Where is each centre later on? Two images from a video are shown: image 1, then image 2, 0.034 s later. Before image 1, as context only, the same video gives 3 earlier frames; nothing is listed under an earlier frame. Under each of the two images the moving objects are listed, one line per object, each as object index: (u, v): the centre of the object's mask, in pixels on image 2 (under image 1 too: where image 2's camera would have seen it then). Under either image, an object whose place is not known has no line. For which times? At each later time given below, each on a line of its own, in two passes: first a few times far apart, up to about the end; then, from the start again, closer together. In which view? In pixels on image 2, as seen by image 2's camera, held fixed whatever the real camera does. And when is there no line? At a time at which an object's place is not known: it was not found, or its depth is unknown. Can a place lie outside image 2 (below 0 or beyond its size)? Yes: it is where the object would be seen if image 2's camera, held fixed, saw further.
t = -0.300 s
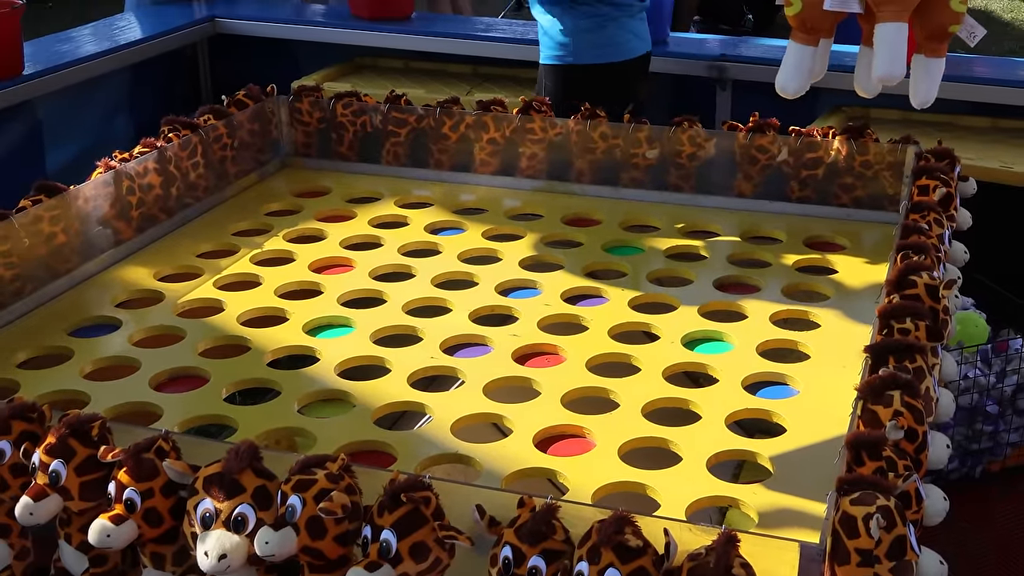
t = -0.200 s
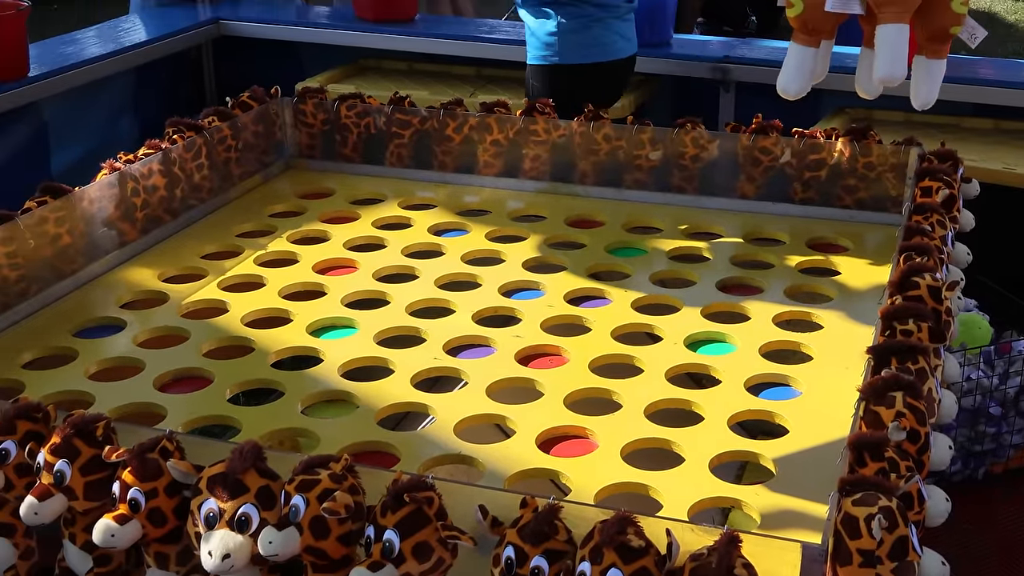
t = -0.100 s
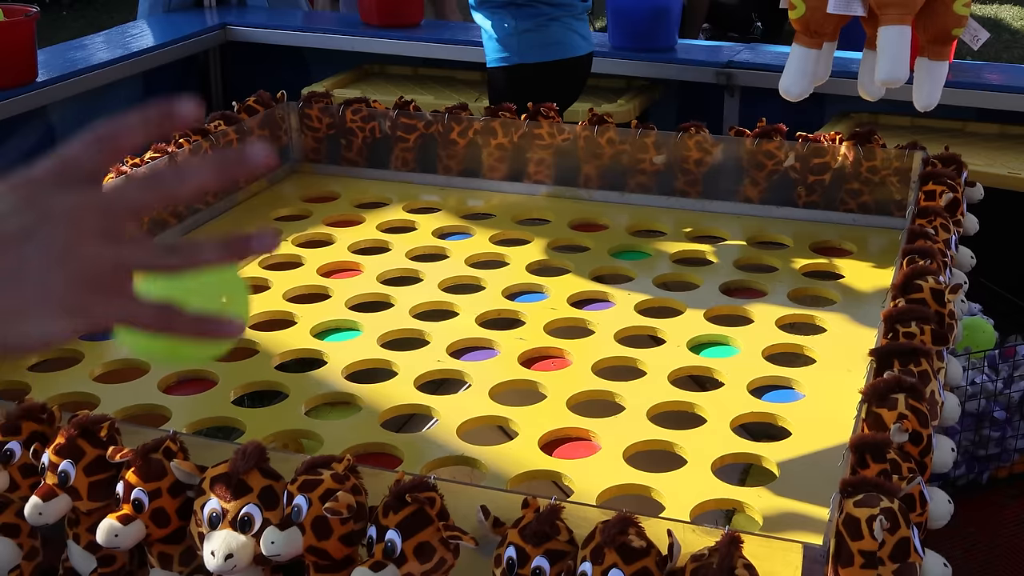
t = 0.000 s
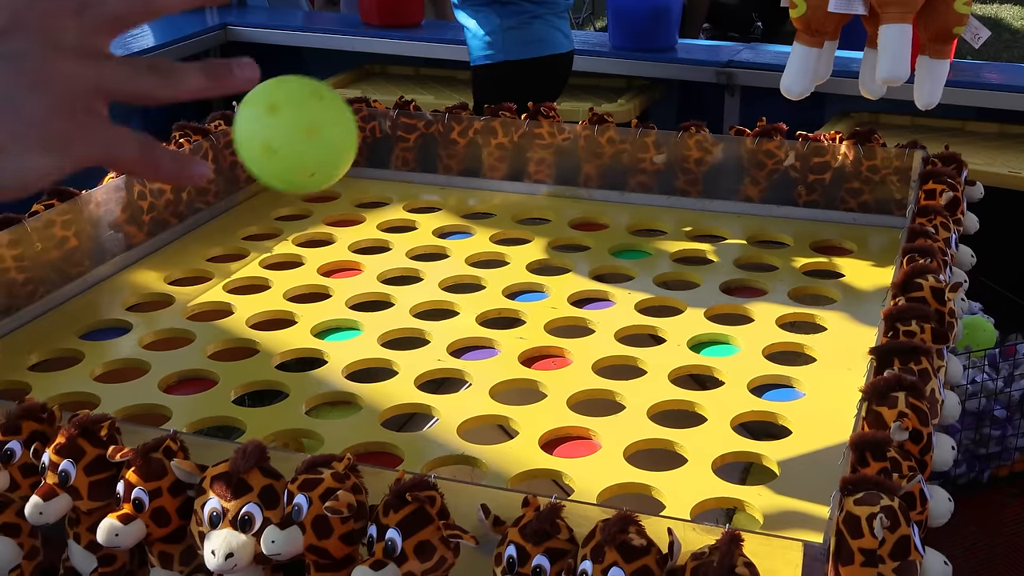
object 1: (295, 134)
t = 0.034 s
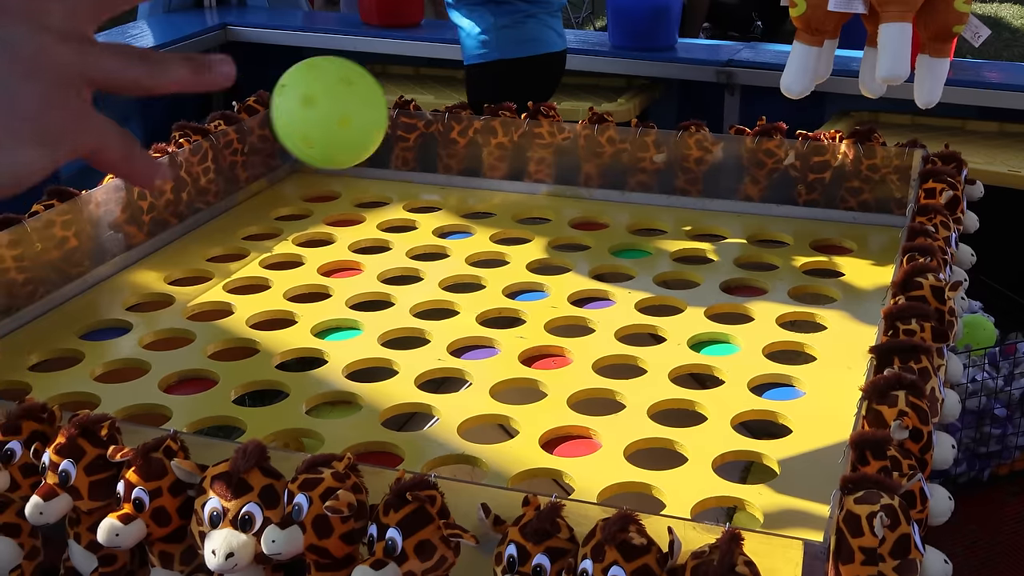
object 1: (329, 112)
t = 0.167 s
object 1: (437, 147)
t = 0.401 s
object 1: (537, 372)
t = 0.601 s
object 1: (551, 196)
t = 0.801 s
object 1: (561, 250)
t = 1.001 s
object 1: (620, 261)
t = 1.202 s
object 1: (694, 311)
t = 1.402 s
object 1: (752, 326)
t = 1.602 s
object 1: (810, 342)
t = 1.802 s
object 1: (841, 354)
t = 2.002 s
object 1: (820, 356)
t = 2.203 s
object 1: (794, 362)
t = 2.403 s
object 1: (776, 372)
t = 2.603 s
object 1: (774, 372)
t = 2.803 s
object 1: (772, 373)
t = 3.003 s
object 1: (771, 372)
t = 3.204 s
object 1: (772, 372)
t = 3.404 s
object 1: (774, 374)
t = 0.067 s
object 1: (360, 104)
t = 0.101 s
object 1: (388, 109)
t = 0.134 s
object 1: (414, 124)
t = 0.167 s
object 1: (437, 147)
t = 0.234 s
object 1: (477, 211)
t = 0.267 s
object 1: (493, 252)
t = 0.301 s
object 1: (507, 297)
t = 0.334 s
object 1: (521, 344)
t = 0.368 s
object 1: (532, 392)
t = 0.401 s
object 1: (537, 372)
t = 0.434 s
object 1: (540, 328)
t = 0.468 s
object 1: (542, 288)
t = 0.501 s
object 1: (545, 255)
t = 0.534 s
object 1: (547, 229)
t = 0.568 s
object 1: (549, 210)
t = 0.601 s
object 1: (551, 196)
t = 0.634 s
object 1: (553, 190)
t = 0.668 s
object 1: (555, 190)
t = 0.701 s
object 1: (556, 197)
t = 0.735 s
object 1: (558, 209)
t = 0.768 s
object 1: (559, 227)
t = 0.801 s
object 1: (561, 250)
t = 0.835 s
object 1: (562, 278)
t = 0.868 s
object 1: (567, 297)
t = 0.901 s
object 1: (579, 280)
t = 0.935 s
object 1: (593, 267)
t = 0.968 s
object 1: (606, 261)
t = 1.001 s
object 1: (620, 261)
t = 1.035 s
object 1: (633, 265)
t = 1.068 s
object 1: (647, 276)
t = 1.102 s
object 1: (660, 293)
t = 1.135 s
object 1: (673, 317)
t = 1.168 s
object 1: (684, 321)
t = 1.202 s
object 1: (694, 311)
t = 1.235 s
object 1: (704, 306)
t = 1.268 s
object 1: (714, 305)
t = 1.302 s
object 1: (723, 312)
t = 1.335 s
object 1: (732, 323)
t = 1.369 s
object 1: (742, 334)
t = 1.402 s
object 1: (752, 326)
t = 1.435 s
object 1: (762, 325)
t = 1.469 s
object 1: (773, 329)
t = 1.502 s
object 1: (782, 340)
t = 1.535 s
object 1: (792, 339)
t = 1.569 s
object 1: (802, 338)
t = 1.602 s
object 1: (810, 342)
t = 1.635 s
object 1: (819, 347)
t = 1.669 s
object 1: (828, 346)
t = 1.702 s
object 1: (838, 351)
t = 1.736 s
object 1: (845, 351)
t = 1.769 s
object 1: (846, 351)
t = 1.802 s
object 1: (841, 354)
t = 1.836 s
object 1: (839, 354)
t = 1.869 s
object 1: (835, 355)
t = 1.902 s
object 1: (831, 356)
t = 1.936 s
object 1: (827, 355)
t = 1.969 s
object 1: (824, 356)
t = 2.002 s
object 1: (820, 356)
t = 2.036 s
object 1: (816, 356)
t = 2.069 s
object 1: (812, 356)
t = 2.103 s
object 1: (809, 357)
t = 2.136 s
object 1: (804, 358)
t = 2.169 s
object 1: (800, 359)
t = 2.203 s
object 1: (794, 362)
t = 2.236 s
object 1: (788, 367)
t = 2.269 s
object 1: (781, 370)
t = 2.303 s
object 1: (773, 371)
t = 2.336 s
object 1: (772, 369)
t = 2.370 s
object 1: (774, 367)
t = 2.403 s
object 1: (776, 372)
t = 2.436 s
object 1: (776, 369)
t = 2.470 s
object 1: (776, 372)
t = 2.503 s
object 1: (776, 372)
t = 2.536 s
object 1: (776, 372)
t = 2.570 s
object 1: (775, 372)
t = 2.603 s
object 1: (774, 372)
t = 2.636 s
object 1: (773, 372)
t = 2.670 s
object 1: (773, 372)
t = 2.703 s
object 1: (772, 372)
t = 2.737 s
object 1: (772, 372)
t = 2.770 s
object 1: (772, 372)
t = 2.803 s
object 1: (772, 373)
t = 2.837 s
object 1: (772, 372)
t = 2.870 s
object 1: (772, 372)
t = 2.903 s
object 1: (772, 373)
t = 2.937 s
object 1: (771, 372)
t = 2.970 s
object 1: (772, 373)
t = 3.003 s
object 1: (771, 372)
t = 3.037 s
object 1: (772, 373)
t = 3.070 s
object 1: (771, 372)
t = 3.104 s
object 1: (771, 372)
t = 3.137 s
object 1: (771, 372)
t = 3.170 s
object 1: (771, 372)
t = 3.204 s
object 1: (772, 372)
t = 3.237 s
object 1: (772, 372)
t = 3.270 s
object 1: (772, 373)
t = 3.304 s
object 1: (773, 373)
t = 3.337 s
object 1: (773, 373)
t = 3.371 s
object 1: (773, 373)
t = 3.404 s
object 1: (774, 374)
